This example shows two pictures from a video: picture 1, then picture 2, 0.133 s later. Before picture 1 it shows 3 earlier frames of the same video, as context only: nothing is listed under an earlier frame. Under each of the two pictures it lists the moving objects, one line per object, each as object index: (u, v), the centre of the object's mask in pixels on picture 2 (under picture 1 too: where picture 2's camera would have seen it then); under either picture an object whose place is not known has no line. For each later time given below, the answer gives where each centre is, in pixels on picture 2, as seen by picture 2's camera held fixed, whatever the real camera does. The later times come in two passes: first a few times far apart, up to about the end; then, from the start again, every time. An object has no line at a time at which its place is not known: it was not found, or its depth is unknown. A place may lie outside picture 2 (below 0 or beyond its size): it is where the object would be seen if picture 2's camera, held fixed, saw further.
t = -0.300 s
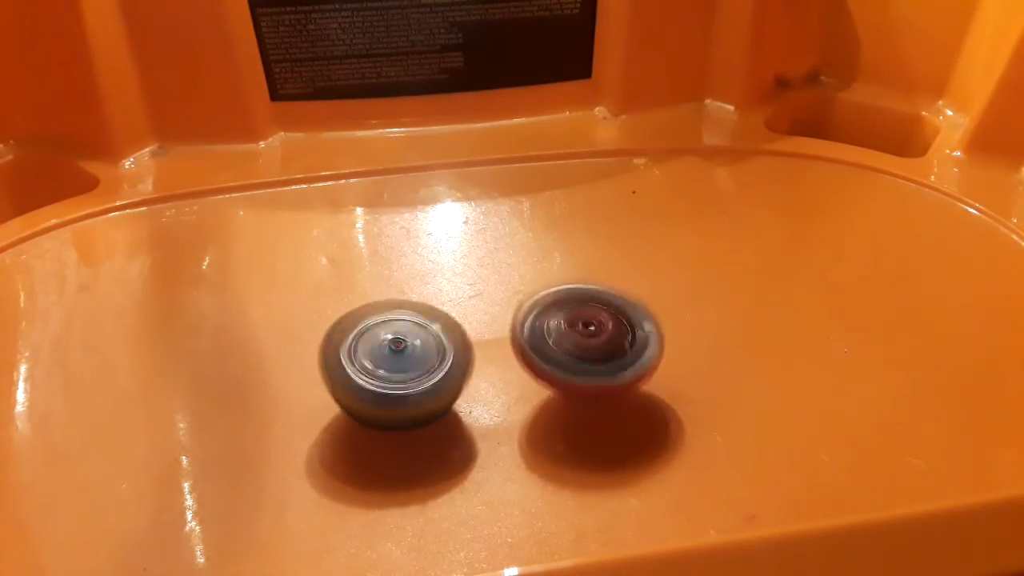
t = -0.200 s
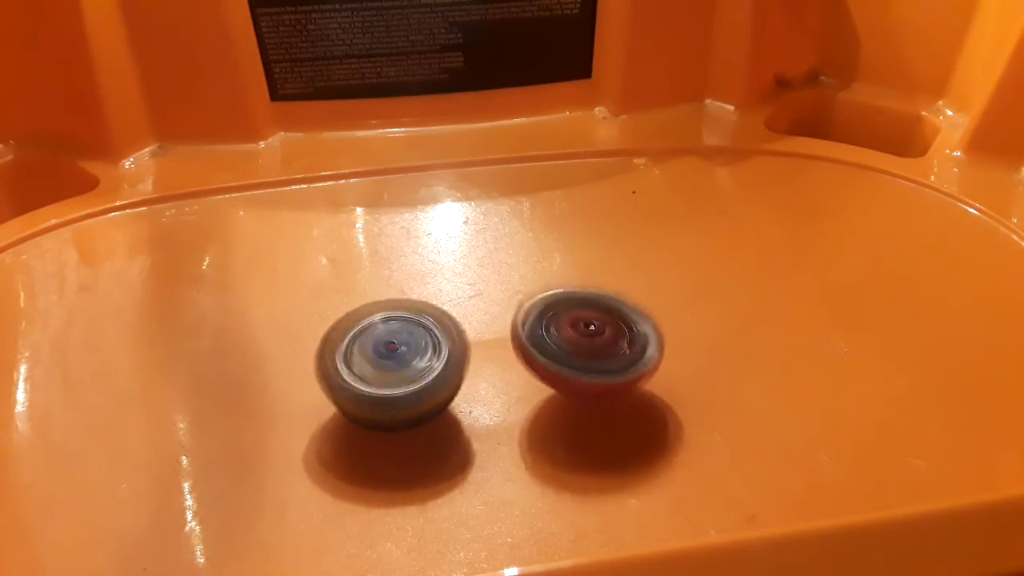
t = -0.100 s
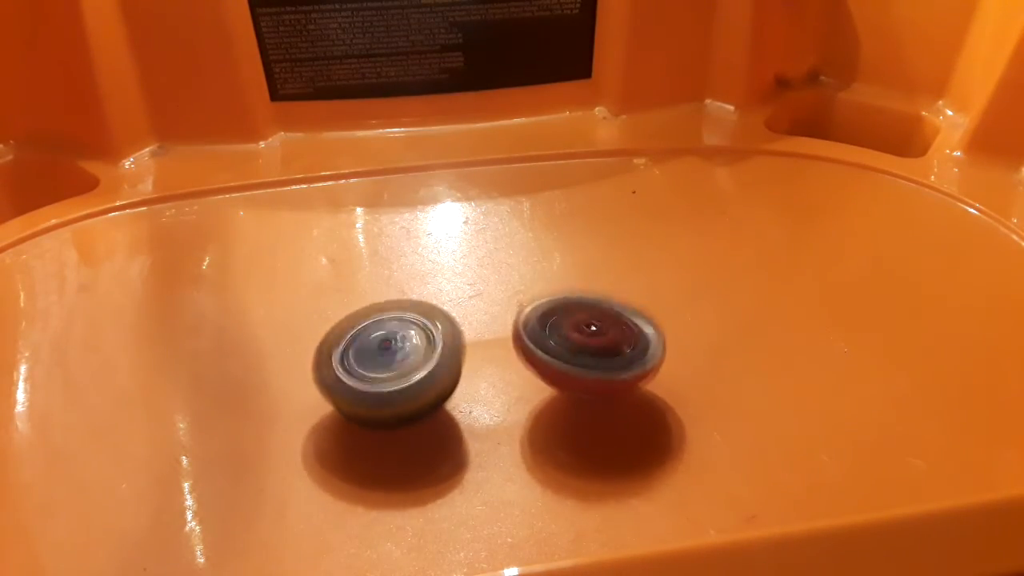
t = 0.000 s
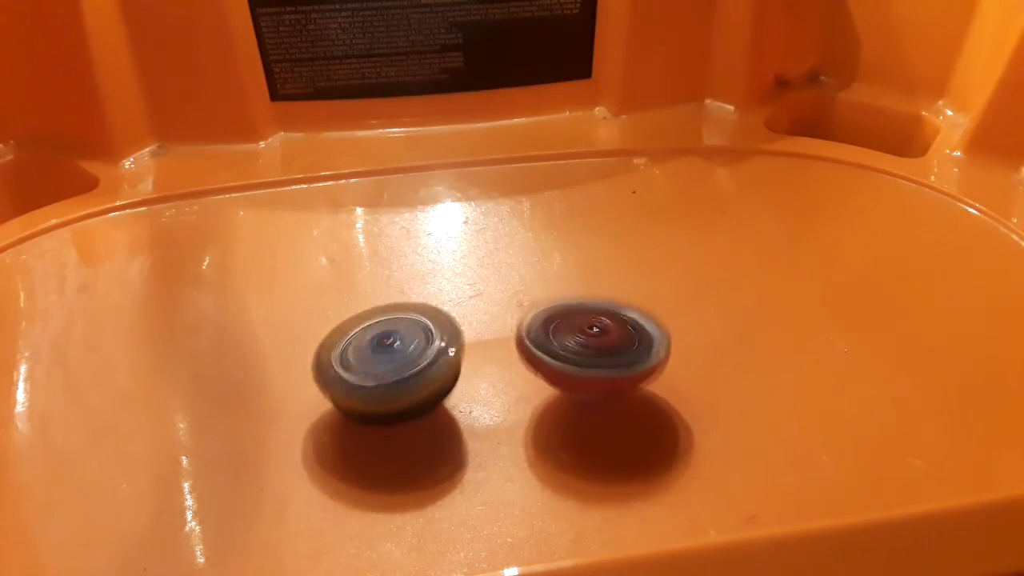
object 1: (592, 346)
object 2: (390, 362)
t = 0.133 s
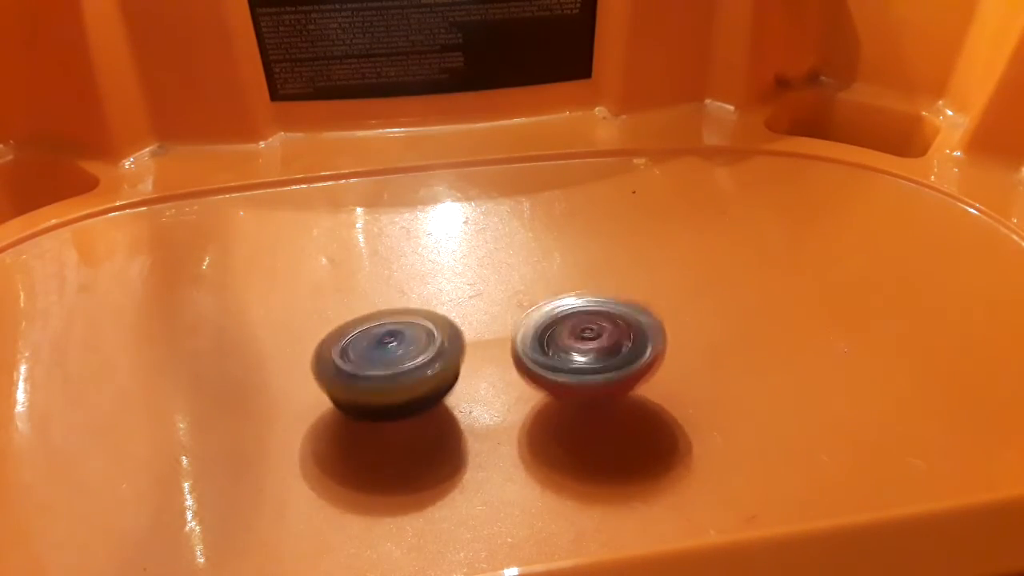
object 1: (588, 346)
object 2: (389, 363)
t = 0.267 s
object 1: (588, 350)
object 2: (394, 363)
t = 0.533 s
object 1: (591, 352)
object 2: (398, 367)
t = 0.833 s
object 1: (582, 359)
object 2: (391, 366)
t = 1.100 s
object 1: (573, 363)
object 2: (400, 366)
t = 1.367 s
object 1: (565, 370)
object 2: (400, 369)
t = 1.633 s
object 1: (555, 364)
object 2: (399, 364)
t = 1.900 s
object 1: (571, 342)
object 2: (393, 359)
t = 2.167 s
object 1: (562, 336)
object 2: (389, 361)
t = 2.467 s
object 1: (570, 351)
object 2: (390, 360)
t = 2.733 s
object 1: (576, 349)
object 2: (396, 365)
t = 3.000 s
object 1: (579, 351)
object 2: (387, 363)
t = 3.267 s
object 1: (572, 356)
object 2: (398, 365)
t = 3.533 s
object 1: (581, 359)
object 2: (396, 369)
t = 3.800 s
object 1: (569, 363)
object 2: (393, 367)
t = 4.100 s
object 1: (579, 367)
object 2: (405, 372)
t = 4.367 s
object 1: (563, 364)
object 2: (403, 368)
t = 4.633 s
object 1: (558, 366)
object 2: (401, 371)
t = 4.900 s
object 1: (585, 363)
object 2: (394, 374)
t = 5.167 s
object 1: (747, 339)
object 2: (402, 364)
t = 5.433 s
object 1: (756, 341)
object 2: (417, 375)
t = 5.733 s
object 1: (707, 385)
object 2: (427, 395)
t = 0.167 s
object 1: (590, 350)
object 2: (390, 362)
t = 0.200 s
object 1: (590, 349)
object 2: (391, 363)
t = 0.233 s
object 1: (589, 349)
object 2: (393, 363)
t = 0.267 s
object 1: (588, 350)
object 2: (394, 363)
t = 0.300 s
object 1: (588, 350)
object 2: (396, 364)
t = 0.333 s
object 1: (589, 351)
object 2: (398, 364)
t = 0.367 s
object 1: (590, 350)
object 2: (398, 365)
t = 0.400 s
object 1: (590, 350)
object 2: (399, 366)
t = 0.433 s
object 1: (589, 350)
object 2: (399, 366)
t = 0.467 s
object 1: (589, 351)
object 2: (399, 367)
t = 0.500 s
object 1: (590, 352)
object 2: (399, 367)
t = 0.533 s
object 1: (591, 352)
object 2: (398, 367)
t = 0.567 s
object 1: (592, 353)
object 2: (396, 367)
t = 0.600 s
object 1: (590, 353)
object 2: (396, 367)
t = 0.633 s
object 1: (588, 355)
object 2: (394, 367)
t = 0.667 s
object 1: (588, 356)
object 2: (393, 366)
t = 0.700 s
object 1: (587, 357)
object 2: (392, 366)
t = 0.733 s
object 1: (587, 357)
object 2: (392, 366)
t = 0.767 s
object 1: (585, 357)
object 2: (391, 366)
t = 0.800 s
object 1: (582, 358)
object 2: (391, 366)
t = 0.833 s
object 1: (582, 359)
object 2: (391, 366)
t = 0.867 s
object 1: (581, 361)
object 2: (391, 366)
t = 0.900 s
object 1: (583, 359)
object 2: (391, 366)
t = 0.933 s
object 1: (580, 358)
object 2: (392, 366)
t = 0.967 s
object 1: (578, 361)
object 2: (393, 366)
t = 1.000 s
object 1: (575, 362)
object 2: (395, 365)
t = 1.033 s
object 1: (574, 363)
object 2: (396, 366)
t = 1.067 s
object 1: (574, 363)
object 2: (398, 366)
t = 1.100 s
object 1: (573, 363)
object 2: (400, 366)
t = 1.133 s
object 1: (572, 364)
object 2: (400, 367)
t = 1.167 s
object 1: (569, 365)
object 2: (402, 368)
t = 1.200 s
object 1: (569, 366)
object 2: (402, 368)
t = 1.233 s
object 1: (568, 367)
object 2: (403, 369)
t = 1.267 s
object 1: (566, 368)
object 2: (403, 369)
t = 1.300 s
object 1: (565, 369)
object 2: (403, 369)
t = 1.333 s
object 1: (562, 369)
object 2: (402, 370)
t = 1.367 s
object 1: (565, 370)
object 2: (400, 369)
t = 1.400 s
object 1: (565, 369)
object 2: (399, 368)
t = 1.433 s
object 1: (563, 369)
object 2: (399, 368)
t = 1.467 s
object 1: (562, 369)
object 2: (398, 366)
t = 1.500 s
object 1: (561, 368)
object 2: (399, 365)
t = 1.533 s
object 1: (564, 368)
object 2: (398, 365)
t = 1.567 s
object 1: (564, 365)
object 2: (397, 364)
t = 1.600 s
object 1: (560, 363)
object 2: (398, 363)
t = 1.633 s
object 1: (555, 364)
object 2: (399, 364)
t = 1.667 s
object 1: (557, 362)
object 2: (395, 363)
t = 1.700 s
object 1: (558, 360)
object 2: (397, 361)
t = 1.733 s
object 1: (561, 357)
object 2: (401, 361)
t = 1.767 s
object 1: (569, 351)
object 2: (400, 362)
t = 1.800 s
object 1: (570, 347)
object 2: (400, 361)
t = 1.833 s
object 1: (563, 342)
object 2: (403, 361)
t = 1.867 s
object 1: (561, 345)
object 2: (399, 361)
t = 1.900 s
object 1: (571, 342)
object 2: (393, 359)
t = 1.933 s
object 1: (572, 341)
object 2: (394, 358)
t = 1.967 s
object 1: (568, 339)
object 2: (397, 359)
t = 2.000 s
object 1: (561, 340)
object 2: (396, 361)
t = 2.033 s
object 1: (559, 342)
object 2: (391, 360)
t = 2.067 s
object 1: (564, 344)
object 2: (389, 359)
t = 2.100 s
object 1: (569, 342)
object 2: (390, 358)
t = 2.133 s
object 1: (569, 338)
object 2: (391, 359)
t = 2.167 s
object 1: (562, 336)
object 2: (389, 361)
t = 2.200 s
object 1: (557, 339)
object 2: (386, 361)
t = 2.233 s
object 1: (558, 344)
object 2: (386, 359)
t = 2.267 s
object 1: (564, 347)
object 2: (388, 359)
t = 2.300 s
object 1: (568, 347)
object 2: (389, 359)
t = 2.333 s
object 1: (566, 345)
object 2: (388, 360)
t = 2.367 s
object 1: (563, 344)
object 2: (386, 360)
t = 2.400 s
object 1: (560, 346)
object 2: (387, 359)
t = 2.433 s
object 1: (561, 350)
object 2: (389, 360)
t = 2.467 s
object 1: (570, 351)
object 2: (390, 360)
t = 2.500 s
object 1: (574, 351)
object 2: (392, 361)
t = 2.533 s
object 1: (574, 349)
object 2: (392, 361)
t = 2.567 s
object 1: (571, 350)
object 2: (395, 362)
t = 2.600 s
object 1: (569, 352)
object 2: (396, 363)
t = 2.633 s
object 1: (571, 351)
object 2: (397, 364)
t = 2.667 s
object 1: (573, 351)
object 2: (396, 364)
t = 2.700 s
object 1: (575, 351)
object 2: (396, 364)
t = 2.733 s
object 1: (576, 349)
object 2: (396, 365)
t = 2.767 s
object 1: (575, 349)
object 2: (395, 365)
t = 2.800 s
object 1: (575, 350)
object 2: (393, 365)
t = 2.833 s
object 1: (576, 350)
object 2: (391, 364)
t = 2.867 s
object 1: (577, 352)
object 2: (391, 364)
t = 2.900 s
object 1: (580, 352)
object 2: (390, 364)
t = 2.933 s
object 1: (580, 350)
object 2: (389, 364)
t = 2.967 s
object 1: (579, 351)
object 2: (388, 364)
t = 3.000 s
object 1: (579, 351)
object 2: (387, 363)
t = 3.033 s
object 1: (578, 352)
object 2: (388, 363)
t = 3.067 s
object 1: (580, 353)
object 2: (389, 364)
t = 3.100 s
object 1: (582, 354)
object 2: (389, 364)
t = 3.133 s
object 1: (582, 353)
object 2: (390, 363)
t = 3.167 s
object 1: (582, 353)
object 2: (391, 364)
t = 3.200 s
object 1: (578, 354)
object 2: (394, 364)
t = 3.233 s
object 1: (574, 354)
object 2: (396, 364)
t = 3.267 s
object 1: (572, 356)
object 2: (398, 365)
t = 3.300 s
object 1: (571, 358)
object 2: (399, 366)
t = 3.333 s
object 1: (573, 359)
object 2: (400, 366)
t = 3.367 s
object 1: (575, 359)
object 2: (401, 367)
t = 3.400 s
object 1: (576, 359)
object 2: (400, 368)
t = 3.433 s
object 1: (579, 358)
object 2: (400, 368)
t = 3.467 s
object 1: (579, 357)
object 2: (399, 368)
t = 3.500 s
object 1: (579, 358)
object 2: (398, 369)
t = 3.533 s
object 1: (581, 359)
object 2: (396, 369)
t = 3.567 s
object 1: (581, 359)
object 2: (394, 370)
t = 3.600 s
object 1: (583, 359)
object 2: (392, 369)
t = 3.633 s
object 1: (583, 359)
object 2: (392, 368)
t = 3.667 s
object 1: (579, 358)
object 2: (391, 368)
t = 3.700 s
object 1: (576, 357)
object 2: (391, 367)
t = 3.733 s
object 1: (571, 358)
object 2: (391, 367)
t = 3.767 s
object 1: (568, 360)
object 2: (392, 367)
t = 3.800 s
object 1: (569, 363)
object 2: (393, 367)
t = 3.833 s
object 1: (570, 364)
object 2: (395, 366)
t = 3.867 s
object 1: (571, 364)
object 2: (398, 367)
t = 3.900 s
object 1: (572, 362)
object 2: (399, 367)
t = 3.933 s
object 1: (570, 361)
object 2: (402, 367)
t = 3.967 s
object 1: (568, 364)
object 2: (405, 368)
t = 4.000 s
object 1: (568, 366)
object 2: (406, 369)
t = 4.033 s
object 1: (572, 369)
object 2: (406, 370)
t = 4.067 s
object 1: (578, 368)
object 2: (406, 371)
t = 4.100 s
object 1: (579, 367)
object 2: (405, 372)
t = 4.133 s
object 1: (577, 365)
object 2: (405, 372)
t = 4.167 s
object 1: (570, 364)
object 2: (404, 373)
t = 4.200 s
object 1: (565, 365)
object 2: (402, 373)
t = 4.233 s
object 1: (565, 368)
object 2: (397, 373)
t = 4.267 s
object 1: (571, 366)
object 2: (395, 370)
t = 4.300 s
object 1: (574, 365)
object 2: (397, 367)
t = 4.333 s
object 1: (569, 363)
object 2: (401, 366)
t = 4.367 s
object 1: (563, 364)
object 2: (403, 368)
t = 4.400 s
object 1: (572, 363)
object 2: (381, 370)
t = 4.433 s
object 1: (585, 360)
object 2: (372, 369)
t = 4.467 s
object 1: (591, 354)
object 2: (373, 369)
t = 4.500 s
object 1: (586, 348)
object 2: (382, 368)
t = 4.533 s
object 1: (578, 347)
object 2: (389, 366)
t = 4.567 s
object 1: (563, 356)
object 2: (394, 366)
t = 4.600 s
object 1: (559, 361)
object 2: (399, 369)
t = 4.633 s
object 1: (558, 366)
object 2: (401, 371)
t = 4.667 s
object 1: (563, 371)
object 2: (402, 372)
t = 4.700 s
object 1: (566, 372)
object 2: (402, 373)
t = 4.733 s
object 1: (565, 372)
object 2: (402, 374)
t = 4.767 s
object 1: (564, 374)
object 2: (402, 375)
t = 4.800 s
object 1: (563, 372)
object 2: (402, 375)
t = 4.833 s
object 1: (563, 374)
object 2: (404, 375)
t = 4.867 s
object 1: (561, 371)
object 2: (406, 375)
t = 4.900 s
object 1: (585, 363)
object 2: (394, 374)
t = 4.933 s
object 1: (613, 359)
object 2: (377, 378)
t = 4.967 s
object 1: (636, 353)
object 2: (359, 380)
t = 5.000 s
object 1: (659, 349)
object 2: (354, 376)
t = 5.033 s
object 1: (682, 346)
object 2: (358, 368)
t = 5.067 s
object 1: (702, 343)
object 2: (368, 365)
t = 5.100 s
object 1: (717, 341)
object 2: (383, 364)
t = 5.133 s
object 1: (732, 339)
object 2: (395, 363)
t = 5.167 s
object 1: (747, 339)
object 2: (402, 364)
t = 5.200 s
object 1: (756, 340)
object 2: (410, 367)
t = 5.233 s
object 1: (764, 340)
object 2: (415, 369)
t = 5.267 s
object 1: (771, 342)
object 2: (416, 372)
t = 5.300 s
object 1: (773, 342)
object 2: (415, 374)
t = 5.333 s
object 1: (772, 342)
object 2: (414, 374)
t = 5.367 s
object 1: (769, 342)
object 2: (411, 374)
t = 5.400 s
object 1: (764, 341)
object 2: (414, 373)
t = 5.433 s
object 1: (756, 341)
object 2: (417, 375)
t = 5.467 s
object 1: (747, 342)
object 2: (420, 374)
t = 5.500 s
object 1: (737, 346)
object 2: (421, 378)
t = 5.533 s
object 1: (726, 352)
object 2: (423, 378)
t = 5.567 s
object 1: (715, 355)
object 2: (424, 386)
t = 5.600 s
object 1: (706, 362)
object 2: (425, 387)
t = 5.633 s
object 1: (700, 368)
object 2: (425, 389)
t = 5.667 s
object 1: (699, 376)
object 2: (426, 391)
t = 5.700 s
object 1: (702, 381)
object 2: (428, 392)
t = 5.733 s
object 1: (707, 385)
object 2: (427, 395)
